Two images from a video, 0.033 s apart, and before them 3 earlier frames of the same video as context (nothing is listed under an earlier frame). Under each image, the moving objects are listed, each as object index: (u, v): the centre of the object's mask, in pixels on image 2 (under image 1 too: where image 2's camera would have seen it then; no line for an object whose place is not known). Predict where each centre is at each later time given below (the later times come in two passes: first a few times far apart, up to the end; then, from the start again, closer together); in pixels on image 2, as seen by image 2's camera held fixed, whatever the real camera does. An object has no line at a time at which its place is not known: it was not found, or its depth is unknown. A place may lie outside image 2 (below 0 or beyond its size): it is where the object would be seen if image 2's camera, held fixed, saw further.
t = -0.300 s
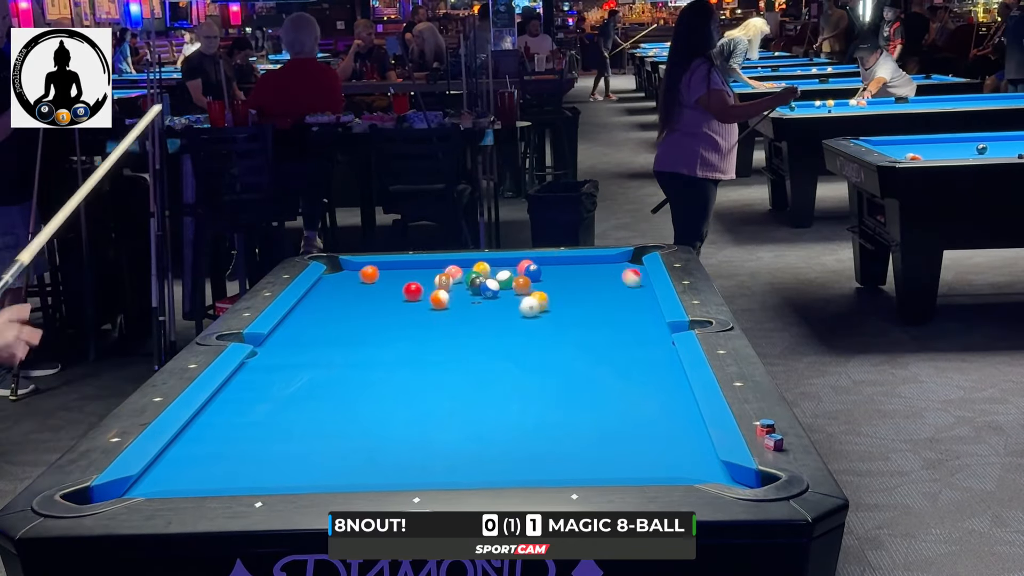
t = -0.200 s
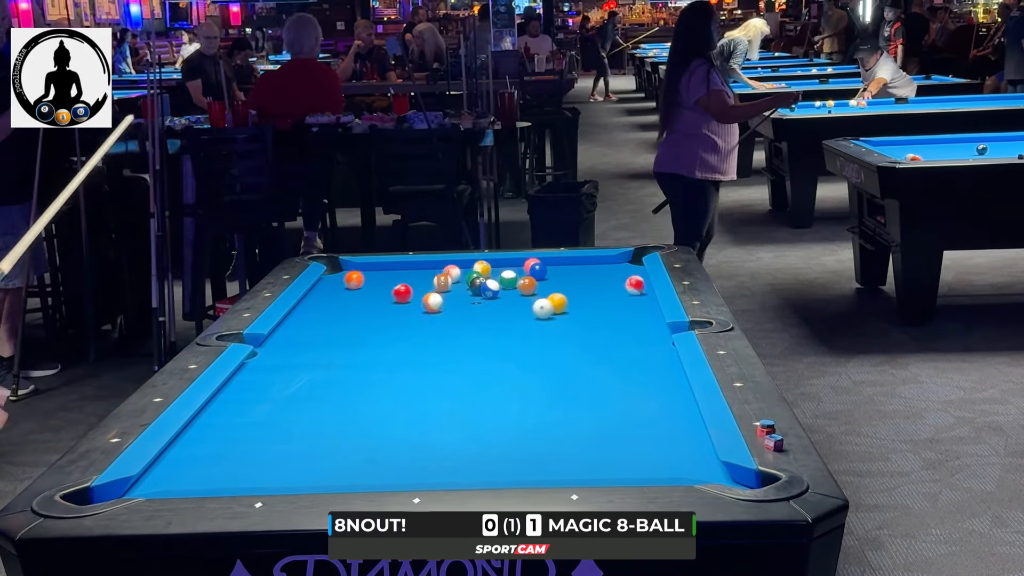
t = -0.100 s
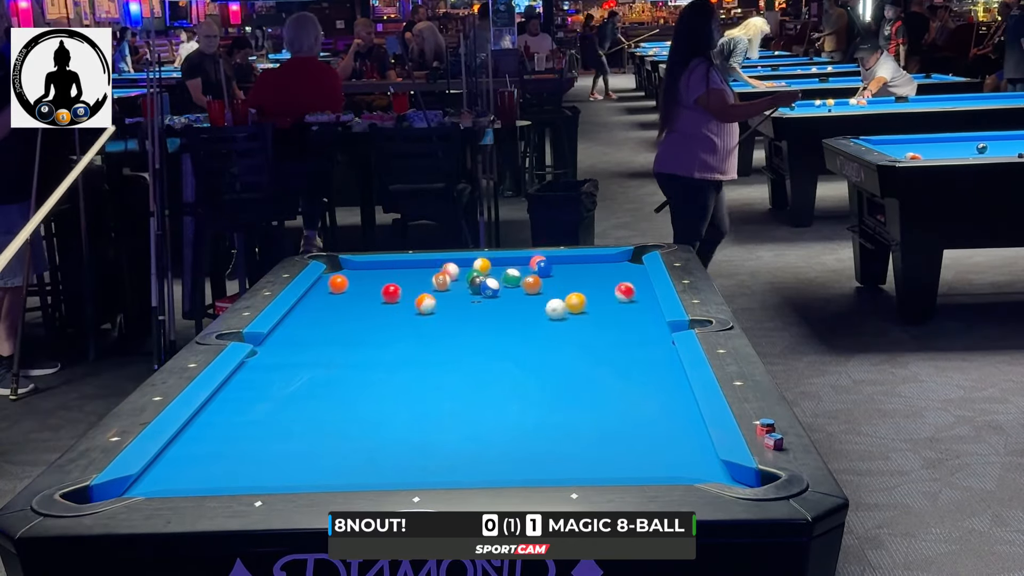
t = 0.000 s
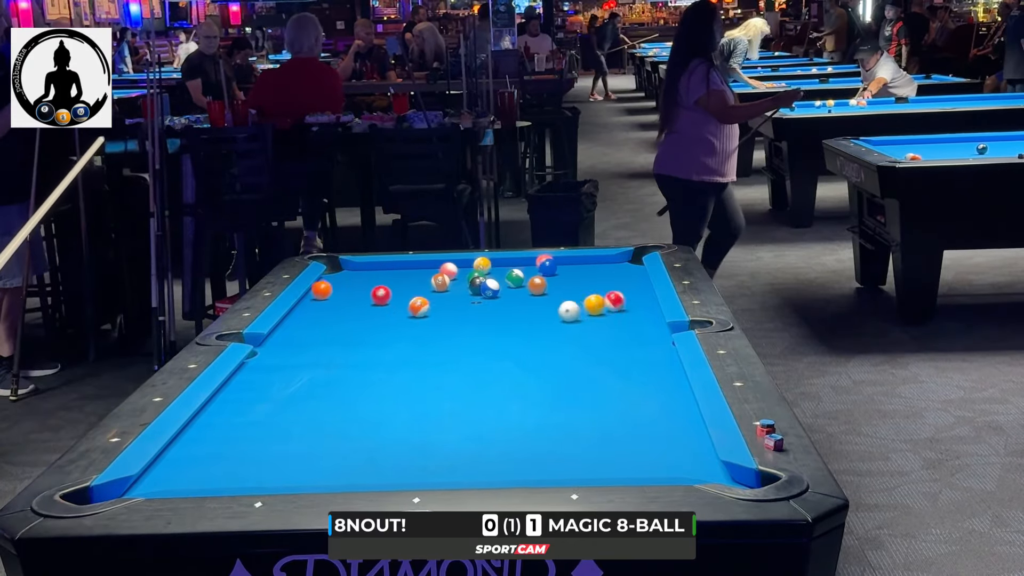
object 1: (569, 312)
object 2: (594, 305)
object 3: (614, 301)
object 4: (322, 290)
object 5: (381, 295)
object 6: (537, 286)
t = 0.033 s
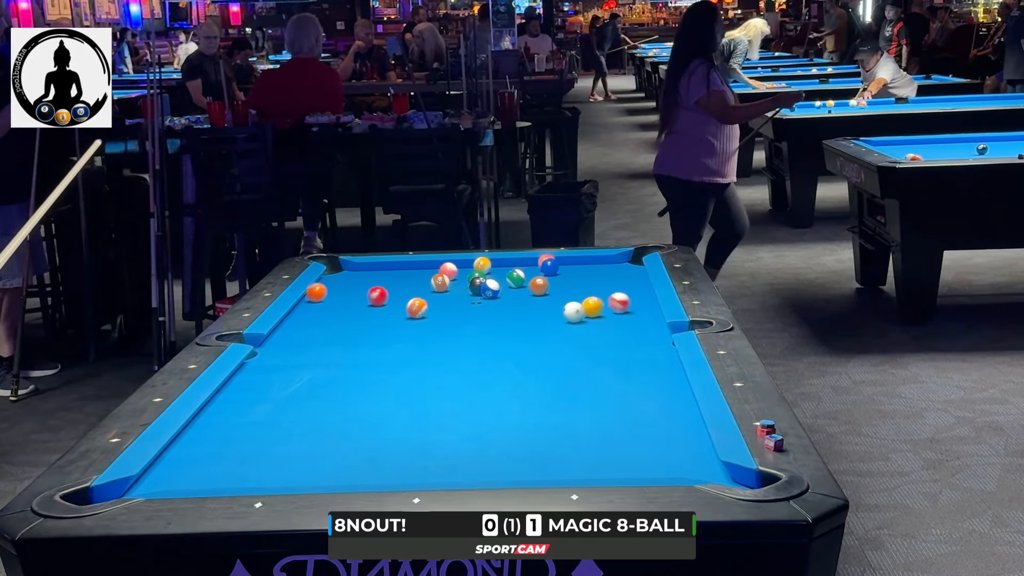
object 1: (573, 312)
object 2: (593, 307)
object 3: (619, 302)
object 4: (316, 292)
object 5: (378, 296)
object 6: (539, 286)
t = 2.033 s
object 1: (493, 458)
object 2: (594, 340)
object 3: (522, 437)
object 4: (393, 400)
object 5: (342, 309)
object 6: (581, 285)
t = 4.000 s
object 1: (521, 452)
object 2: (564, 351)
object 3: (481, 439)
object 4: (461, 460)
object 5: (350, 309)
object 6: (581, 286)
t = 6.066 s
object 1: (538, 446)
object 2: (564, 351)
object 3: (480, 438)
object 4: (459, 454)
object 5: (350, 309)
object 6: (581, 285)
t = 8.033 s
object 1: (538, 446)
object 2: (564, 351)
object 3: (480, 438)
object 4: (459, 455)
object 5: (350, 309)
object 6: (581, 286)
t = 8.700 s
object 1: (538, 446)
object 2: (564, 351)
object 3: (480, 438)
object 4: (459, 455)
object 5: (350, 309)
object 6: (581, 286)
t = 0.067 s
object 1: (574, 314)
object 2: (592, 308)
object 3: (625, 303)
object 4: (314, 294)
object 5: (374, 296)
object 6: (540, 286)
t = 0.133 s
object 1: (570, 318)
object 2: (598, 309)
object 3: (636, 306)
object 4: (316, 297)
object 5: (368, 297)
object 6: (543, 286)
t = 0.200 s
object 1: (568, 322)
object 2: (605, 310)
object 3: (645, 309)
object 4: (318, 300)
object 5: (361, 298)
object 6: (546, 286)
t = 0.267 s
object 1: (565, 326)
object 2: (612, 311)
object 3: (649, 312)
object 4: (321, 303)
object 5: (354, 299)
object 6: (549, 286)
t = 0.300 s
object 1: (564, 328)
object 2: (615, 312)
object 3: (647, 314)
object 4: (322, 305)
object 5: (351, 299)
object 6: (550, 286)
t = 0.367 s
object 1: (562, 332)
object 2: (621, 313)
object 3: (643, 318)
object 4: (324, 308)
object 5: (344, 300)
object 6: (553, 286)
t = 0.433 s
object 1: (560, 336)
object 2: (626, 312)
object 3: (639, 322)
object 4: (326, 311)
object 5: (339, 299)
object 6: (555, 286)
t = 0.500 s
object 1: (557, 340)
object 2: (635, 310)
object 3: (635, 326)
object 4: (329, 314)
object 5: (333, 299)
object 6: (558, 286)
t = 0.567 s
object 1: (555, 344)
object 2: (642, 315)
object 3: (630, 330)
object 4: (332, 317)
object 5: (326, 301)
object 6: (560, 286)
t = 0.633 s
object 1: (552, 348)
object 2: (648, 317)
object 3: (626, 334)
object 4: (334, 321)
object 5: (320, 303)
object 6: (562, 286)
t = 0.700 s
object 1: (550, 353)
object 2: (652, 318)
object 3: (622, 338)
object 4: (336, 324)
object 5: (314, 303)
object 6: (564, 286)
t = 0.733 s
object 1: (549, 355)
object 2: (650, 318)
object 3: (619, 340)
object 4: (338, 325)
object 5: (311, 303)
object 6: (565, 286)
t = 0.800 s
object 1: (546, 360)
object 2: (647, 320)
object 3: (615, 344)
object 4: (340, 329)
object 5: (305, 304)
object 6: (567, 286)
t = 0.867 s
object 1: (544, 364)
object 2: (644, 321)
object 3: (611, 349)
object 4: (343, 332)
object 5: (306, 305)
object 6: (569, 286)
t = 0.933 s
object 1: (541, 369)
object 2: (640, 322)
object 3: (606, 353)
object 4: (345, 336)
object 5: (309, 305)
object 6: (570, 286)
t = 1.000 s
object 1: (538, 374)
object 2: (637, 323)
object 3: (602, 358)
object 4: (348, 339)
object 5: (311, 305)
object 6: (572, 286)
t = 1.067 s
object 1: (536, 378)
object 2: (634, 325)
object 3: (597, 362)
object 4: (351, 343)
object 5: (315, 305)
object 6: (574, 286)
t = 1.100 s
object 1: (535, 381)
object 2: (632, 325)
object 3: (595, 364)
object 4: (352, 345)
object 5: (316, 305)
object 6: (574, 286)
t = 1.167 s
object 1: (532, 386)
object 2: (629, 326)
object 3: (590, 370)
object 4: (355, 349)
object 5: (318, 306)
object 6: (575, 286)
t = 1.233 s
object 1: (529, 391)
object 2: (626, 328)
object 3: (586, 374)
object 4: (358, 352)
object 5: (321, 306)
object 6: (576, 286)
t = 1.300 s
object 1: (526, 396)
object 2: (623, 329)
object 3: (581, 379)
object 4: (360, 356)
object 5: (323, 306)
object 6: (577, 286)
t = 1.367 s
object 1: (524, 401)
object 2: (620, 330)
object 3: (576, 384)
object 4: (363, 360)
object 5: (325, 306)
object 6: (578, 286)
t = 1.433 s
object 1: (521, 406)
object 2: (617, 331)
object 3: (571, 389)
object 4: (366, 363)
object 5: (327, 307)
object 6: (579, 286)
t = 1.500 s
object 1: (518, 412)
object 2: (614, 332)
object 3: (566, 394)
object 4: (369, 367)
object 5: (329, 307)
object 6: (579, 286)
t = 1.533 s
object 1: (516, 414)
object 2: (613, 333)
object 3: (563, 396)
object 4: (370, 369)
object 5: (330, 307)
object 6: (580, 286)
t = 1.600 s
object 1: (513, 420)
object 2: (610, 334)
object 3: (558, 401)
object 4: (373, 373)
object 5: (332, 307)
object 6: (580, 285)
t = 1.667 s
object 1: (510, 426)
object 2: (608, 335)
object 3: (552, 407)
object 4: (376, 377)
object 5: (334, 308)
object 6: (580, 285)
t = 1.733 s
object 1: (507, 431)
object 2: (605, 336)
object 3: (547, 412)
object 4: (379, 381)
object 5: (335, 308)
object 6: (580, 285)
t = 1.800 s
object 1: (504, 437)
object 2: (602, 337)
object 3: (542, 418)
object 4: (382, 385)
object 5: (337, 308)
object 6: (581, 286)
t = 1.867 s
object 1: (501, 443)
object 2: (600, 338)
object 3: (536, 423)
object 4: (385, 390)
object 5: (339, 308)
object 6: (581, 286)
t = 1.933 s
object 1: (498, 449)
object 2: (597, 339)
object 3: (531, 429)
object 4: (389, 394)
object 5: (340, 308)
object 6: (581, 285)
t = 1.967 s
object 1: (496, 452)
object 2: (596, 339)
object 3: (528, 431)
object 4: (390, 396)
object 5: (341, 308)
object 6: (581, 285)
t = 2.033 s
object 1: (493, 458)
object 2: (594, 340)
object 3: (522, 437)
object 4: (393, 400)
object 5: (342, 309)
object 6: (581, 285)
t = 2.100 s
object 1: (491, 464)
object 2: (592, 341)
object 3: (516, 444)
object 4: (397, 404)
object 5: (343, 309)
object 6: (581, 285)
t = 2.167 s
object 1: (487, 468)
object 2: (590, 342)
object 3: (511, 449)
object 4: (400, 409)
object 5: (344, 309)
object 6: (581, 285)
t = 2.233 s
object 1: (484, 471)
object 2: (587, 342)
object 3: (505, 455)
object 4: (404, 414)
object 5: (345, 309)
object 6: (581, 285)
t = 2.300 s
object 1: (483, 472)
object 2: (586, 343)
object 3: (500, 459)
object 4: (407, 418)
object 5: (346, 309)
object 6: (581, 285)
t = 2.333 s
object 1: (485, 472)
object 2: (585, 343)
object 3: (498, 460)
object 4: (409, 420)
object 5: (347, 309)
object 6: (581, 286)
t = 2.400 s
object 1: (484, 473)
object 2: (583, 344)
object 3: (496, 460)
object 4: (412, 425)
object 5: (347, 309)
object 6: (581, 285)
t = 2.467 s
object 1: (485, 471)
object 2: (581, 345)
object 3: (495, 457)
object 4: (415, 429)
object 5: (348, 309)
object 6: (581, 285)
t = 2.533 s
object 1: (486, 470)
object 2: (579, 345)
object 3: (494, 455)
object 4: (419, 434)
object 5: (349, 309)
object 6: (581, 285)
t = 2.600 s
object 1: (488, 469)
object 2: (578, 346)
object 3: (492, 453)
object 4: (423, 439)
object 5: (349, 309)
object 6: (581, 285)
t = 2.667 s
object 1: (488, 468)
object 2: (576, 346)
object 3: (491, 451)
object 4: (426, 443)
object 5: (349, 309)
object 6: (581, 285)
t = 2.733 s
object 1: (488, 467)
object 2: (575, 347)
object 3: (489, 450)
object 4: (430, 448)
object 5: (350, 309)
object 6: (581, 285)
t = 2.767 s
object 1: (489, 467)
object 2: (574, 347)
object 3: (488, 449)
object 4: (431, 451)
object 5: (350, 309)
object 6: (581, 285)
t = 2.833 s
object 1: (489, 467)
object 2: (573, 348)
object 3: (487, 448)
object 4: (435, 455)
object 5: (350, 309)
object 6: (581, 286)
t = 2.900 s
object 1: (490, 466)
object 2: (572, 348)
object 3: (486, 447)
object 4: (439, 461)
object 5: (350, 309)
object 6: (581, 285)
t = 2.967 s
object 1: (490, 466)
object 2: (571, 349)
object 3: (485, 446)
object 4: (442, 465)
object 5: (350, 309)
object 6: (581, 285)
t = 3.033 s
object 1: (490, 465)
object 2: (570, 349)
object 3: (484, 445)
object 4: (446, 468)
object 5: (350, 309)
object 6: (581, 285)
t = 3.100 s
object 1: (491, 465)
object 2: (569, 349)
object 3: (484, 444)
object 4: (450, 471)
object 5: (350, 309)
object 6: (581, 285)
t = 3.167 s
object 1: (491, 464)
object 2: (568, 350)
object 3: (483, 443)
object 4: (453, 473)
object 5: (350, 309)
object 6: (581, 286)
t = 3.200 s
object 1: (491, 464)
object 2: (567, 350)
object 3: (483, 443)
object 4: (456, 473)
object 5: (350, 309)
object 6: (581, 285)
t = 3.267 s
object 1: (492, 464)
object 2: (566, 350)
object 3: (482, 443)
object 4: (461, 471)
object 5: (350, 309)
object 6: (581, 285)
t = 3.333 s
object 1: (493, 463)
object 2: (566, 350)
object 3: (482, 442)
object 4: (465, 469)
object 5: (350, 309)
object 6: (581, 286)
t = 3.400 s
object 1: (496, 462)
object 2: (565, 350)
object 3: (482, 441)
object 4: (467, 468)
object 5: (350, 309)
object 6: (581, 285)
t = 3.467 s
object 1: (499, 461)
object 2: (564, 351)
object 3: (481, 441)
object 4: (466, 467)
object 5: (350, 309)
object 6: (581, 285)
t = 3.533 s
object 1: (502, 460)
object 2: (564, 351)
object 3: (481, 442)
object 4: (465, 467)
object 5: (350, 309)
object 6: (581, 286)
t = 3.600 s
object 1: (505, 459)
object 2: (564, 351)
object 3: (481, 442)
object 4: (464, 466)
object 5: (350, 309)
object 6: (581, 286)
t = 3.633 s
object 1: (507, 458)
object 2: (564, 351)
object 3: (482, 442)
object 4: (464, 465)
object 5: (350, 309)
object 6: (581, 286)
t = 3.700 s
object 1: (510, 457)
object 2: (564, 351)
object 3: (482, 441)
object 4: (464, 464)
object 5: (350, 309)
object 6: (581, 286)
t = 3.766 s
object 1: (513, 456)
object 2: (564, 351)
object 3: (481, 440)
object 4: (463, 463)
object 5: (350, 309)
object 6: (581, 286)
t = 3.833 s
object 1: (515, 455)
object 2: (564, 351)
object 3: (481, 440)
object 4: (462, 462)
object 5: (350, 309)
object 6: (581, 286)
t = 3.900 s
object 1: (518, 454)
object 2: (564, 351)
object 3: (481, 439)
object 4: (462, 461)
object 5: (350, 309)
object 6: (581, 286)
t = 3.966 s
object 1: (520, 453)
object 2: (564, 351)
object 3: (481, 439)
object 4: (461, 460)
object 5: (350, 309)
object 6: (581, 286)
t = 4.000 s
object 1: (521, 452)
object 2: (564, 351)
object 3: (481, 439)
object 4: (461, 460)
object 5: (350, 309)
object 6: (581, 286)
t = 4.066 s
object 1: (523, 452)
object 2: (564, 351)
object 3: (481, 438)
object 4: (460, 459)
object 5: (350, 309)
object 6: (581, 286)
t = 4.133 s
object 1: (525, 451)
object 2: (564, 351)
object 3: (480, 438)
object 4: (460, 458)
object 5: (350, 309)
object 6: (581, 286)
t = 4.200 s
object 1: (527, 450)
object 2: (564, 351)
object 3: (480, 438)
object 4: (460, 457)
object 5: (350, 309)
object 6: (581, 286)
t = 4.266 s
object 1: (529, 450)
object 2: (564, 351)
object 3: (480, 438)
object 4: (460, 457)
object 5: (350, 309)
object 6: (581, 286)
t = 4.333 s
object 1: (530, 449)
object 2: (564, 351)
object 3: (480, 438)
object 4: (459, 456)
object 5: (350, 309)
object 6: (581, 286)
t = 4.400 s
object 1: (532, 449)
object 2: (564, 351)
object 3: (480, 437)
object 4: (459, 456)
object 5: (350, 309)
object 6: (581, 286)
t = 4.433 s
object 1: (532, 448)
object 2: (564, 351)
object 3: (480, 438)
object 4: (459, 456)
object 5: (350, 309)
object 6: (581, 286)
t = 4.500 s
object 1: (533, 448)
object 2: (564, 351)
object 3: (480, 438)
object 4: (459, 455)
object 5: (350, 309)
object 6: (581, 286)
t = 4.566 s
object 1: (534, 447)
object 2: (564, 351)
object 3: (480, 438)
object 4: (459, 455)
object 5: (350, 309)
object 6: (581, 286)
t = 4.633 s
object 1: (535, 447)
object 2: (564, 351)
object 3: (480, 438)
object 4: (459, 455)
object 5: (350, 309)
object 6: (581, 286)
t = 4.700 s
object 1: (536, 447)
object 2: (564, 351)
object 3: (480, 438)
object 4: (459, 455)
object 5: (350, 309)
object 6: (581, 286)
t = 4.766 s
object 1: (536, 446)
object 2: (564, 351)
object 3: (480, 438)
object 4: (459, 455)
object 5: (350, 309)
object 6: (581, 286)
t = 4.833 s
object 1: (537, 446)
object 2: (564, 351)
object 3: (480, 438)
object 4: (459, 454)
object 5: (350, 309)
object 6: (581, 286)
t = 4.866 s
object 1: (537, 446)
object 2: (564, 351)
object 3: (480, 438)
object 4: (459, 454)
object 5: (350, 309)
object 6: (581, 286)
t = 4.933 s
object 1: (537, 446)
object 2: (564, 351)
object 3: (480, 438)
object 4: (459, 454)
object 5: (350, 309)
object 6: (581, 286)
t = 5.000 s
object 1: (537, 446)
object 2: (564, 351)
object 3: (480, 438)
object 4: (459, 455)
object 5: (350, 309)
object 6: (581, 286)
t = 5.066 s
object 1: (538, 446)
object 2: (564, 351)
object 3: (480, 438)
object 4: (459, 455)
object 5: (350, 309)
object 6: (581, 286)
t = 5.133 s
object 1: (538, 446)
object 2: (564, 351)
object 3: (480, 438)
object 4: (459, 454)
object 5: (350, 309)
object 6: (581, 286)
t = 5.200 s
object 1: (538, 446)
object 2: (564, 351)
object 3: (480, 438)
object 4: (459, 454)
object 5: (350, 309)
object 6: (581, 285)
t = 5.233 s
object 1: (538, 446)
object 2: (564, 351)
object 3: (480, 438)
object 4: (459, 454)
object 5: (350, 309)
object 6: (581, 285)
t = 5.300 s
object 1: (538, 446)
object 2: (564, 351)
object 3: (480, 438)
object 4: (459, 455)
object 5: (350, 309)
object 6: (581, 286)
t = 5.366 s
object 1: (538, 446)
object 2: (564, 351)
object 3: (480, 438)
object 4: (459, 455)
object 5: (350, 309)
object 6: (581, 286)
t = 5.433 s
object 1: (538, 446)
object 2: (564, 351)
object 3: (480, 438)
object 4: (459, 454)
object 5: (350, 309)
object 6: (581, 285)
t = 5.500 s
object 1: (538, 446)
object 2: (564, 351)
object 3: (480, 437)
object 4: (459, 454)
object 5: (350, 309)
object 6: (581, 285)
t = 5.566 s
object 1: (538, 446)
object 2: (564, 351)
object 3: (480, 438)
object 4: (459, 454)
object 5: (350, 309)
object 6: (581, 286)
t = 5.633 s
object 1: (538, 446)
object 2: (564, 351)
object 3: (480, 438)
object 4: (459, 455)
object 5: (350, 309)
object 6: (581, 286)
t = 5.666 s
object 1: (538, 446)
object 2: (564, 351)
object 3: (480, 438)
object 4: (459, 455)
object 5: (350, 309)
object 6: (581, 286)
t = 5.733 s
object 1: (538, 446)
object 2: (564, 351)
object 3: (480, 438)
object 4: (459, 454)
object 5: (350, 309)
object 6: (581, 285)
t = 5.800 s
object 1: (538, 446)
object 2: (564, 351)
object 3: (480, 438)
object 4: (459, 454)
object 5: (350, 309)
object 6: (581, 286)
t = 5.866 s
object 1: (538, 446)
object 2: (564, 351)
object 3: (480, 438)
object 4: (459, 454)
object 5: (350, 309)
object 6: (581, 286)
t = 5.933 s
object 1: (538, 446)
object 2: (564, 351)
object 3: (480, 438)
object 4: (459, 455)
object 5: (350, 309)
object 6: (581, 286)
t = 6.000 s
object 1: (538, 446)
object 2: (564, 351)
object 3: (480, 438)
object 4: (459, 454)
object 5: (350, 309)
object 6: (581, 286)
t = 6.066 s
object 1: (538, 446)
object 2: (564, 351)
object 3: (480, 438)
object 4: (459, 454)
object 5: (350, 309)
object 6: (581, 285)
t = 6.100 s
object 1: (538, 446)
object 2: (564, 351)
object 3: (480, 437)
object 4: (459, 454)
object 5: (350, 309)
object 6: (581, 285)
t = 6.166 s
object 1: (538, 446)
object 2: (564, 351)
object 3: (480, 438)
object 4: (459, 454)
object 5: (350, 309)
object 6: (581, 285)
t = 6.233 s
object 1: (538, 446)
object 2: (564, 351)
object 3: (480, 438)
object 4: (459, 454)
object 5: (350, 309)
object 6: (581, 285)
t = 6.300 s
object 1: (538, 446)
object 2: (564, 351)
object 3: (480, 438)
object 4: (459, 454)
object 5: (350, 309)
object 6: (581, 286)
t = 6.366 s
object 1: (538, 446)
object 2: (564, 351)
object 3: (480, 438)
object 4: (459, 454)
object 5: (350, 309)
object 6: (581, 285)
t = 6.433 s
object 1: (538, 446)
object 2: (564, 351)
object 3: (480, 438)
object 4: (459, 454)
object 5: (350, 309)
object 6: (581, 285)
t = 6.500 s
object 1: (538, 446)
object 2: (564, 351)
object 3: (480, 438)
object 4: (459, 454)
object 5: (350, 309)
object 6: (581, 286)
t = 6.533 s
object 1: (538, 446)
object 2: (564, 351)
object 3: (480, 438)
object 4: (459, 454)
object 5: (350, 309)
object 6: (581, 286)
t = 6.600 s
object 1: (538, 446)
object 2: (564, 351)
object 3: (480, 438)
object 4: (459, 454)
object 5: (350, 309)
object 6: (581, 286)
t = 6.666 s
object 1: (538, 446)
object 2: (564, 351)
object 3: (480, 438)
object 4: (459, 454)
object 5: (350, 309)
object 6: (581, 286)
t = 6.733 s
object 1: (538, 446)
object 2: (564, 351)
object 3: (480, 438)
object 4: (459, 454)
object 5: (350, 309)
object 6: (581, 285)
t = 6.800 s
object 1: (538, 446)
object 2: (564, 351)
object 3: (480, 438)
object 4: (459, 454)
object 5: (350, 309)
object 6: (581, 285)
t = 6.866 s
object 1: (538, 446)
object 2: (564, 351)
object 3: (480, 438)
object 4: (459, 455)
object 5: (350, 309)
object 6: (581, 286)
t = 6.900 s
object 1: (538, 446)
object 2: (564, 351)
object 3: (480, 438)
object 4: (459, 455)
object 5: (350, 309)
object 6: (581, 285)
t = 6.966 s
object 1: (538, 446)
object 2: (564, 351)
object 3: (480, 438)
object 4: (459, 455)
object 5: (350, 309)
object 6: (581, 285)
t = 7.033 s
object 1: (538, 446)
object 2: (564, 351)
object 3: (480, 438)
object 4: (459, 454)
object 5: (350, 309)
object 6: (581, 285)
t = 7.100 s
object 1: (538, 446)
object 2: (564, 351)
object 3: (480, 438)
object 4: (459, 455)
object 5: (350, 309)
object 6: (581, 286)
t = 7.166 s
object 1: (538, 446)
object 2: (564, 351)
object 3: (480, 438)
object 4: (459, 455)
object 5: (350, 309)
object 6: (581, 286)
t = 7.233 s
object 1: (538, 446)
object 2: (564, 351)
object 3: (480, 438)
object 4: (459, 455)
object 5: (350, 309)
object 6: (581, 286)
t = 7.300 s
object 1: (538, 446)
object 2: (564, 351)
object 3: (480, 438)
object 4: (459, 455)
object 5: (350, 309)
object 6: (581, 286)
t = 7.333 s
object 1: (538, 446)
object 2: (564, 351)
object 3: (480, 438)
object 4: (459, 454)
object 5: (350, 309)
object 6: (581, 286)
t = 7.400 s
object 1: (538, 446)
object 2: (564, 351)
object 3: (480, 438)
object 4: (459, 455)
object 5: (350, 309)
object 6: (581, 285)
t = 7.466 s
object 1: (538, 446)
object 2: (564, 351)
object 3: (480, 438)
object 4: (459, 455)
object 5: (350, 309)
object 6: (581, 286)
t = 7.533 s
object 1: (538, 446)
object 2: (564, 351)
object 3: (480, 438)
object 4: (459, 455)
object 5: (350, 309)
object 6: (581, 286)
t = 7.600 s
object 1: (538, 446)
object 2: (564, 351)
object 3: (480, 438)
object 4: (459, 454)
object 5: (350, 309)
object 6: (581, 286)
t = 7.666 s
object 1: (538, 446)
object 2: (564, 351)
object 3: (480, 438)
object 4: (459, 455)
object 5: (350, 309)
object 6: (581, 286)
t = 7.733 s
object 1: (538, 446)
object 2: (564, 351)
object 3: (480, 438)
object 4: (459, 455)
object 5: (350, 309)
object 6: (581, 286)
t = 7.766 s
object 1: (538, 446)
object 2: (564, 351)
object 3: (480, 438)
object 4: (459, 455)
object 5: (350, 309)
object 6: (581, 286)
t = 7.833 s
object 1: (538, 446)
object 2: (564, 351)
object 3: (480, 438)
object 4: (459, 455)
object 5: (350, 309)
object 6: (581, 286)
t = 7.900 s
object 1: (538, 446)
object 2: (564, 351)
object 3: (480, 438)
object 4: (459, 454)
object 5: (350, 309)
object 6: (581, 285)
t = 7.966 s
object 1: (538, 446)
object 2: (564, 351)
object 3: (480, 438)
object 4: (459, 454)
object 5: (350, 309)
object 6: (581, 286)
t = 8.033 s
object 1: (538, 446)
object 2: (564, 351)
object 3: (480, 438)
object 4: (459, 455)
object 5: (350, 309)
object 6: (581, 286)
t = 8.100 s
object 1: (538, 446)
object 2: (564, 351)
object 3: (480, 438)
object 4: (459, 455)
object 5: (350, 309)
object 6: (581, 286)
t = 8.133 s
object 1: (538, 446)
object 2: (564, 351)
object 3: (480, 438)
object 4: (459, 455)
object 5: (350, 309)
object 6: (581, 286)
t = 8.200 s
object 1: (538, 446)
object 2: (564, 351)
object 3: (480, 438)
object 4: (459, 454)
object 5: (350, 309)
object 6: (581, 286)
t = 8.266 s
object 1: (538, 446)
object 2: (564, 351)
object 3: (480, 438)
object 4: (459, 454)
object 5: (350, 309)
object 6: (581, 286)
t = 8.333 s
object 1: (538, 446)
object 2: (564, 351)
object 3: (480, 438)
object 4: (459, 455)
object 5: (350, 309)
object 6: (581, 286)
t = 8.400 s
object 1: (538, 446)
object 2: (564, 351)
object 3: (480, 438)
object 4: (459, 455)
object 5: (350, 309)
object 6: (581, 286)
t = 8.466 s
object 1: (538, 446)
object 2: (564, 351)
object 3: (480, 438)
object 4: (459, 455)
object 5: (350, 309)
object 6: (581, 286)
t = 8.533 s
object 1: (538, 446)
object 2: (564, 351)
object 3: (480, 438)
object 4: (459, 454)
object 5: (350, 309)
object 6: (581, 285)
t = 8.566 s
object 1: (538, 446)
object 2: (564, 351)
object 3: (480, 438)
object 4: (459, 454)
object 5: (350, 309)
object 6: (581, 285)
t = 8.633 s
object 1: (538, 446)
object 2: (564, 351)
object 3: (480, 438)
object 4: (459, 454)
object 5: (350, 309)
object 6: (581, 286)
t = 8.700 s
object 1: (538, 446)
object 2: (564, 351)
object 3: (480, 438)
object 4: (459, 455)
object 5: (350, 309)
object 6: (581, 286)
